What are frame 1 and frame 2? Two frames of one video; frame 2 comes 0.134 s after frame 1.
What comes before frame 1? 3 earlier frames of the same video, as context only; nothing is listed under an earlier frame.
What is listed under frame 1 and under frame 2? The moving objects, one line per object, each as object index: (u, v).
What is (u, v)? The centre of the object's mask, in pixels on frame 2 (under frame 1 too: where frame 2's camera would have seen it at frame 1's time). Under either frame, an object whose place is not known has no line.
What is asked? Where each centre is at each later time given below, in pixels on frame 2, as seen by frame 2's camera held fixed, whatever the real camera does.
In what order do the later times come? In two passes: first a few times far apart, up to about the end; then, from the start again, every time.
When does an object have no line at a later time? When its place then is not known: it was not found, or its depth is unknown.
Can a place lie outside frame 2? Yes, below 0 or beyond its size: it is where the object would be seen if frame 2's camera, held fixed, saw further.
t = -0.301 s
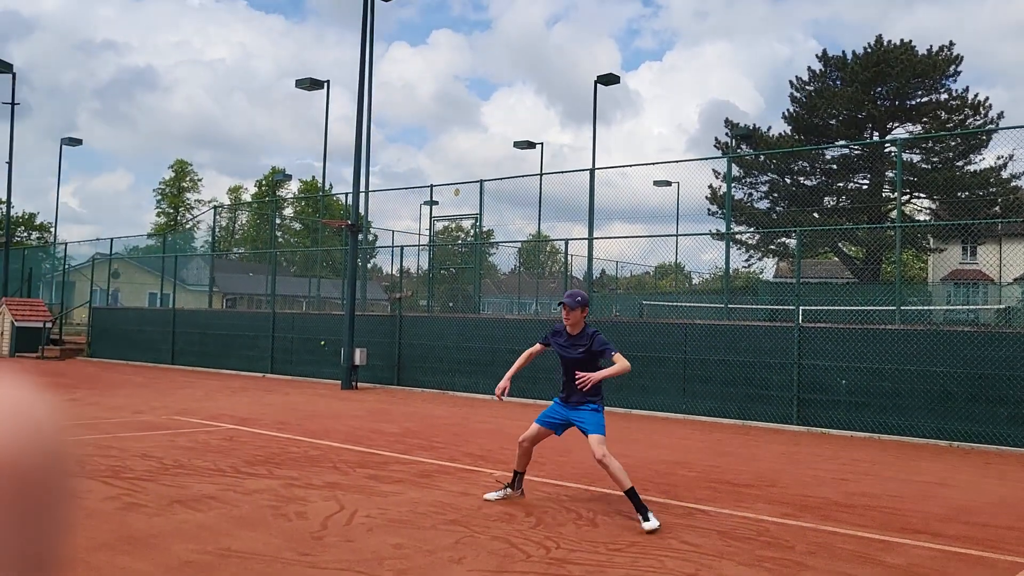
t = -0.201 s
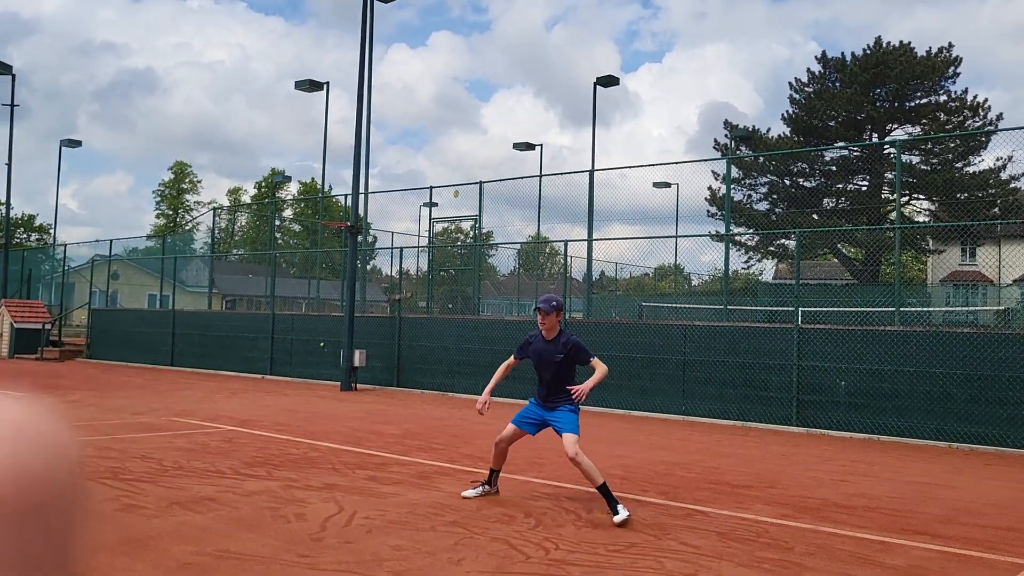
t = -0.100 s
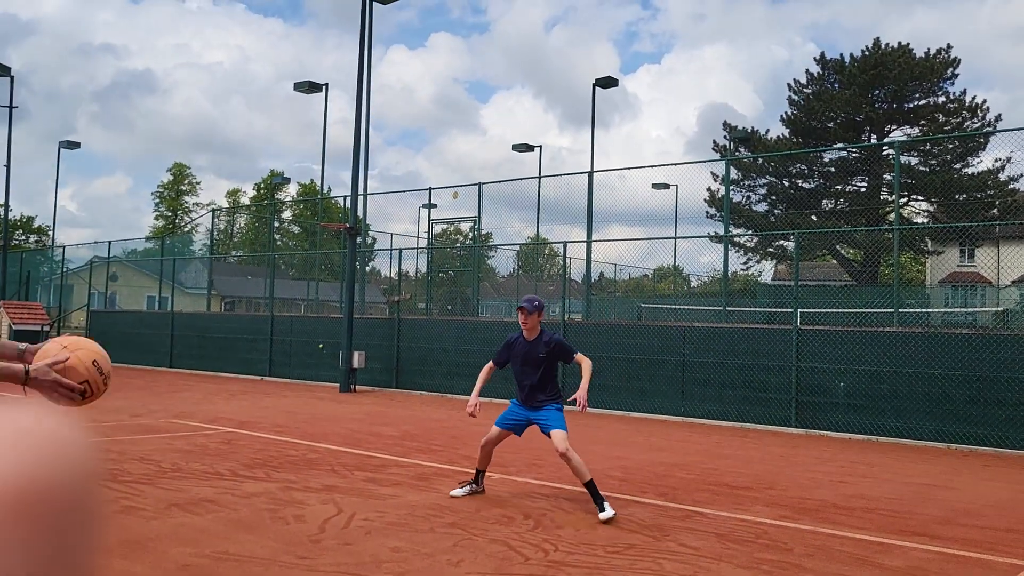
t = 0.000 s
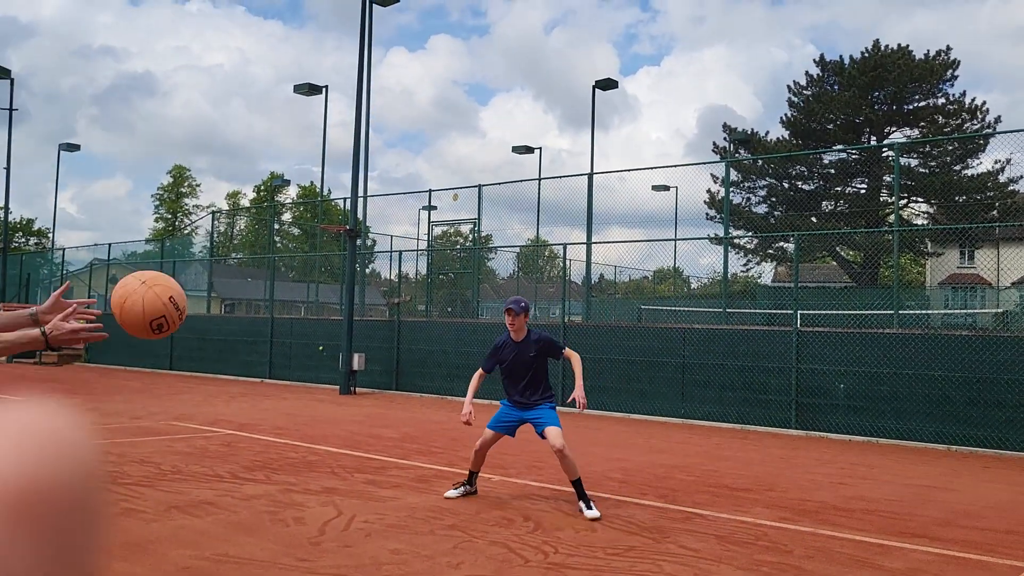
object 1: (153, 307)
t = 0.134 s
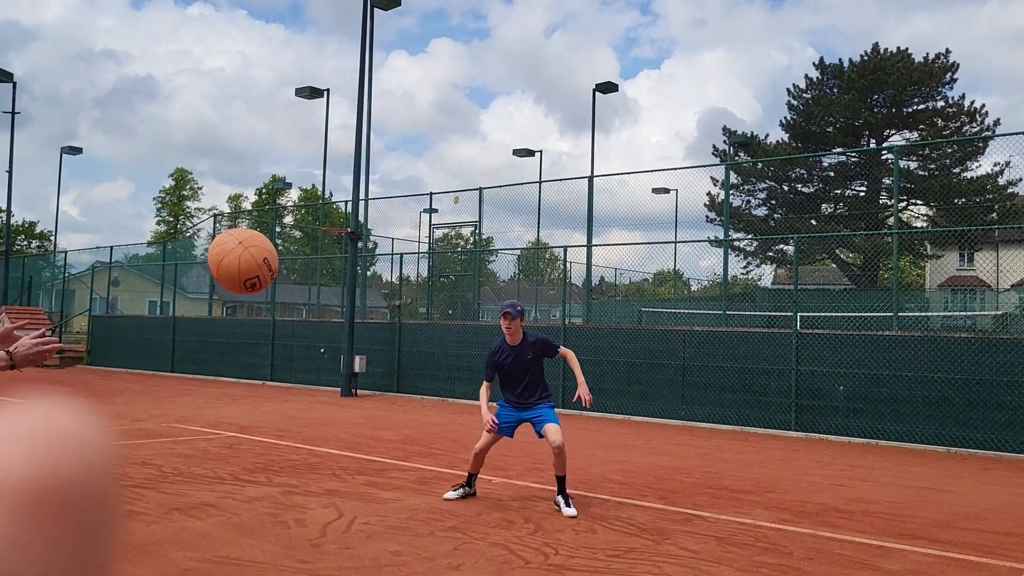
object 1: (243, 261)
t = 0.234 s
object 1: (306, 258)
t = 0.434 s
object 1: (419, 329)
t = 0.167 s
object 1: (264, 257)
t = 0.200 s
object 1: (286, 256)
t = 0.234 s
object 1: (306, 258)
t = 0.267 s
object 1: (326, 263)
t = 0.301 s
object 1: (345, 271)
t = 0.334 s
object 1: (364, 281)
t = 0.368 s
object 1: (383, 295)
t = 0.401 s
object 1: (401, 310)
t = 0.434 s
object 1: (419, 329)
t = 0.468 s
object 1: (436, 350)
